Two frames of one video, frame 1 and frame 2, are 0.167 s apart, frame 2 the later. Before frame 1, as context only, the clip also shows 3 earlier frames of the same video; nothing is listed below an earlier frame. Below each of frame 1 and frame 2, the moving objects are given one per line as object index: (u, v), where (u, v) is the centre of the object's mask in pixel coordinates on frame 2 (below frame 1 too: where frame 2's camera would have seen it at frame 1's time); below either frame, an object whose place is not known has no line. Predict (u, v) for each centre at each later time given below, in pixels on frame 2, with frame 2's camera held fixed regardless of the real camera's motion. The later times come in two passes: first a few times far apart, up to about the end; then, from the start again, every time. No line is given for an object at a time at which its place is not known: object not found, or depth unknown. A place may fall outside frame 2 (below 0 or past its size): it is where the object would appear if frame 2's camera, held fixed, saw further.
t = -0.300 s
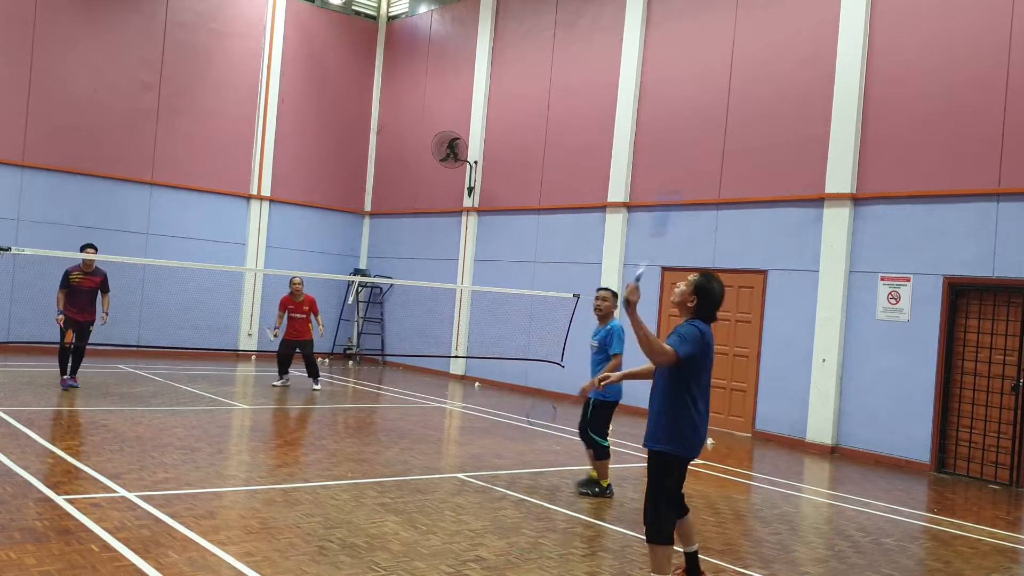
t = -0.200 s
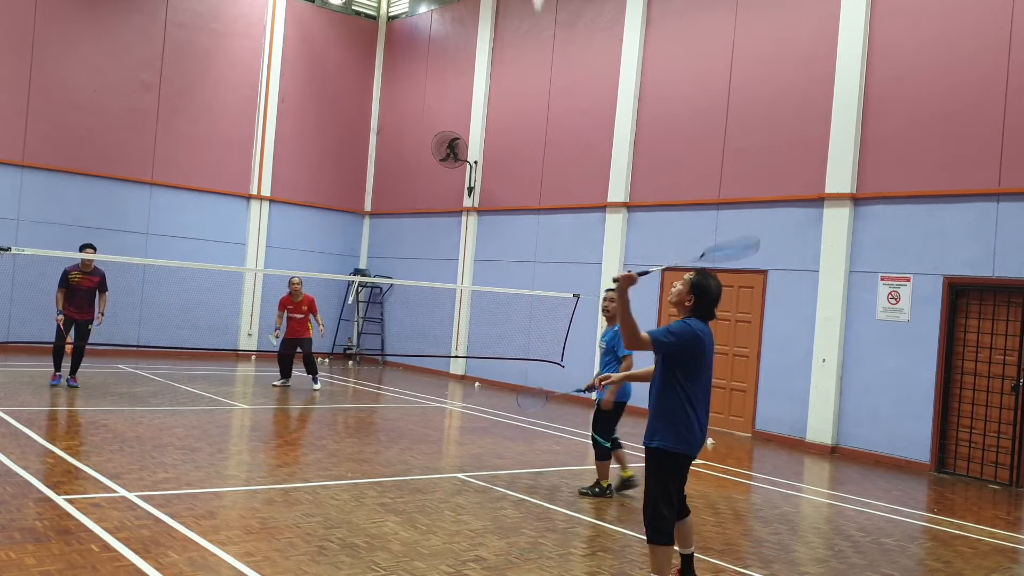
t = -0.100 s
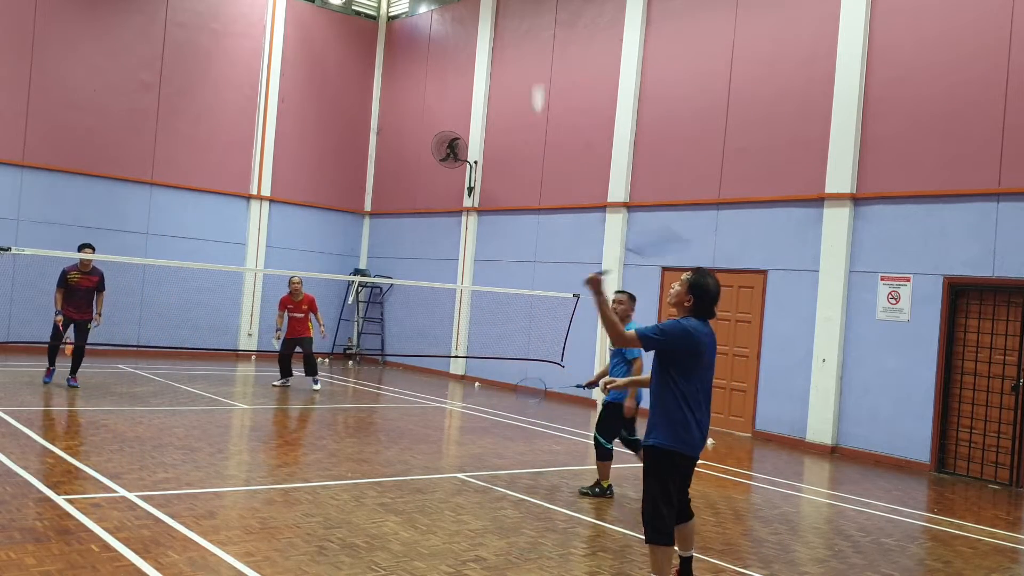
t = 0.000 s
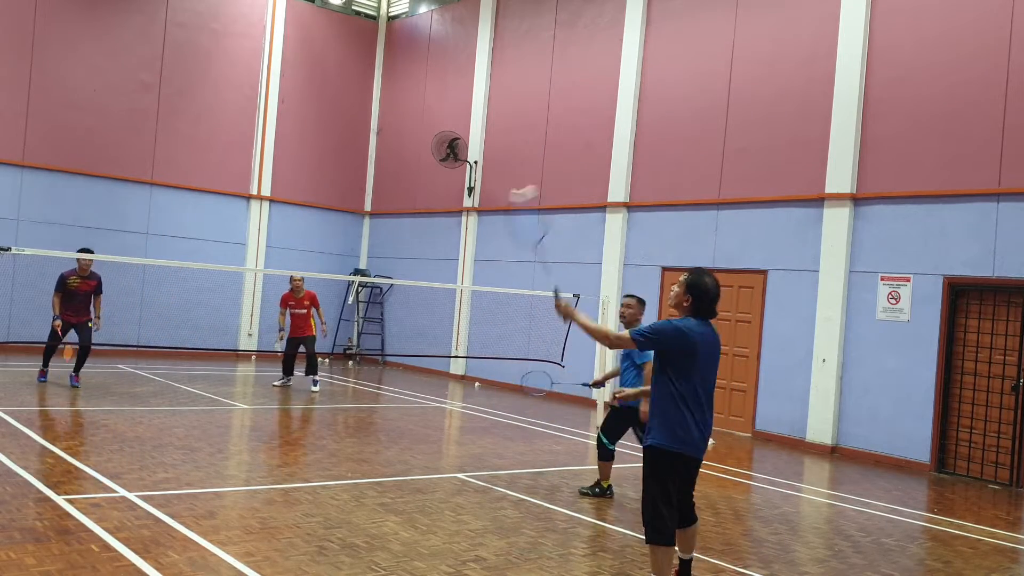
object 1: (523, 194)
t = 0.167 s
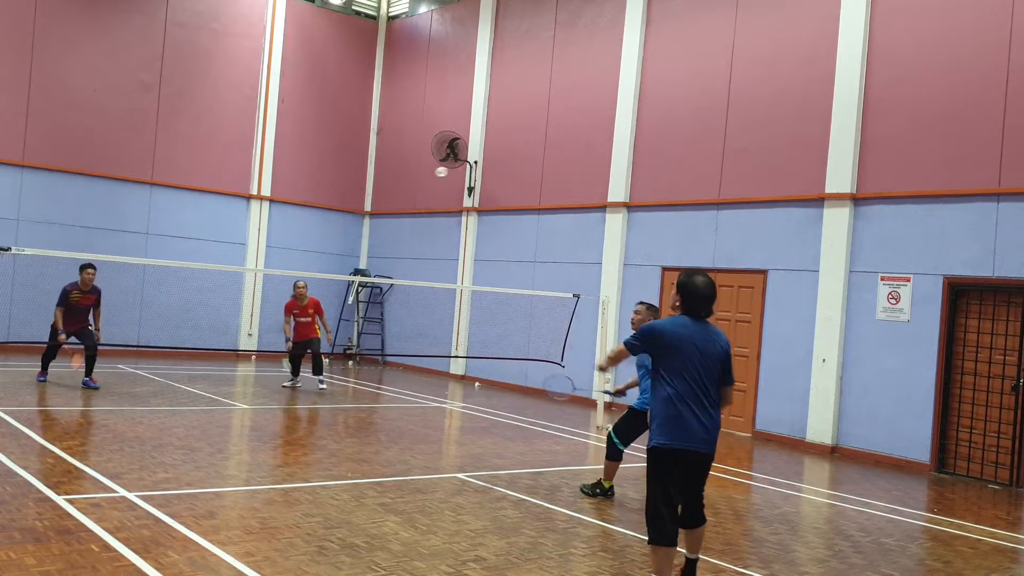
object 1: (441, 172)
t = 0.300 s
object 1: (413, 183)
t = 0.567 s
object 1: (381, 240)
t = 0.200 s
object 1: (431, 174)
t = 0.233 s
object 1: (425, 176)
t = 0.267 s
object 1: (419, 179)
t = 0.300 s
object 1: (413, 183)
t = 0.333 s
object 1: (407, 189)
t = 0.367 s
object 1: (402, 195)
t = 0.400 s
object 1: (399, 201)
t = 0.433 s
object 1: (394, 207)
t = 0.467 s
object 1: (390, 214)
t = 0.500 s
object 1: (388, 222)
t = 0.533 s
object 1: (384, 231)
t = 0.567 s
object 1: (381, 240)
